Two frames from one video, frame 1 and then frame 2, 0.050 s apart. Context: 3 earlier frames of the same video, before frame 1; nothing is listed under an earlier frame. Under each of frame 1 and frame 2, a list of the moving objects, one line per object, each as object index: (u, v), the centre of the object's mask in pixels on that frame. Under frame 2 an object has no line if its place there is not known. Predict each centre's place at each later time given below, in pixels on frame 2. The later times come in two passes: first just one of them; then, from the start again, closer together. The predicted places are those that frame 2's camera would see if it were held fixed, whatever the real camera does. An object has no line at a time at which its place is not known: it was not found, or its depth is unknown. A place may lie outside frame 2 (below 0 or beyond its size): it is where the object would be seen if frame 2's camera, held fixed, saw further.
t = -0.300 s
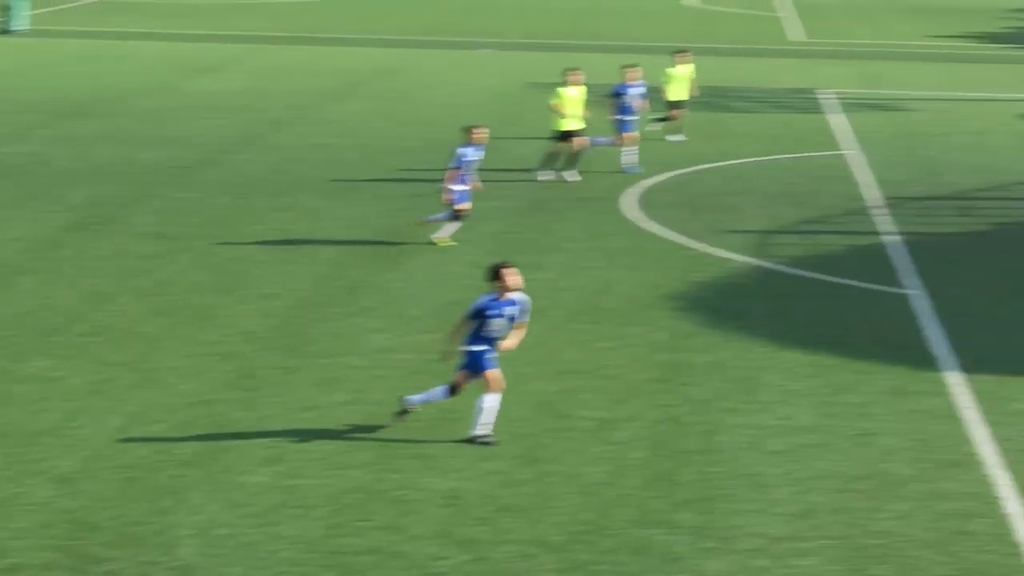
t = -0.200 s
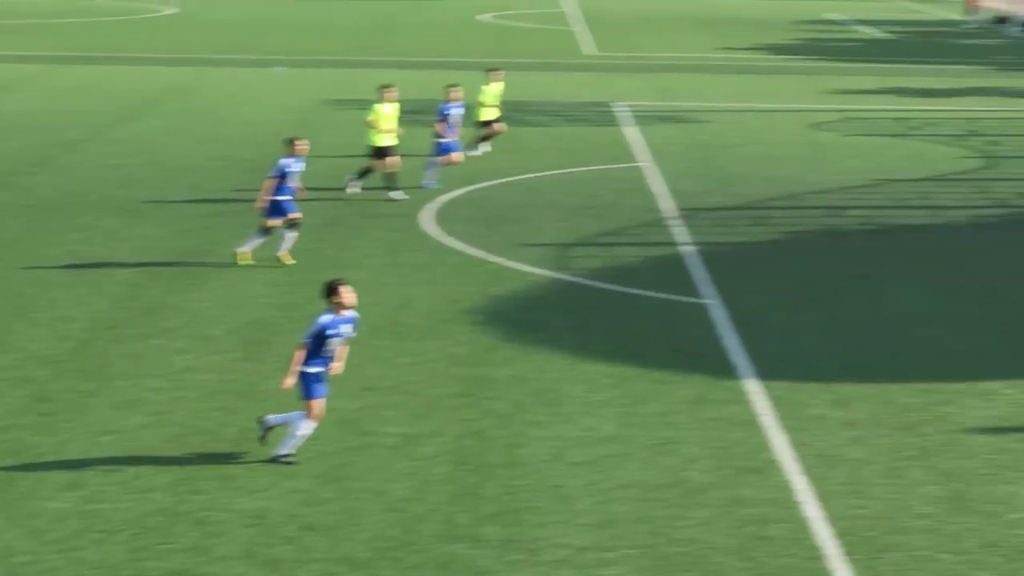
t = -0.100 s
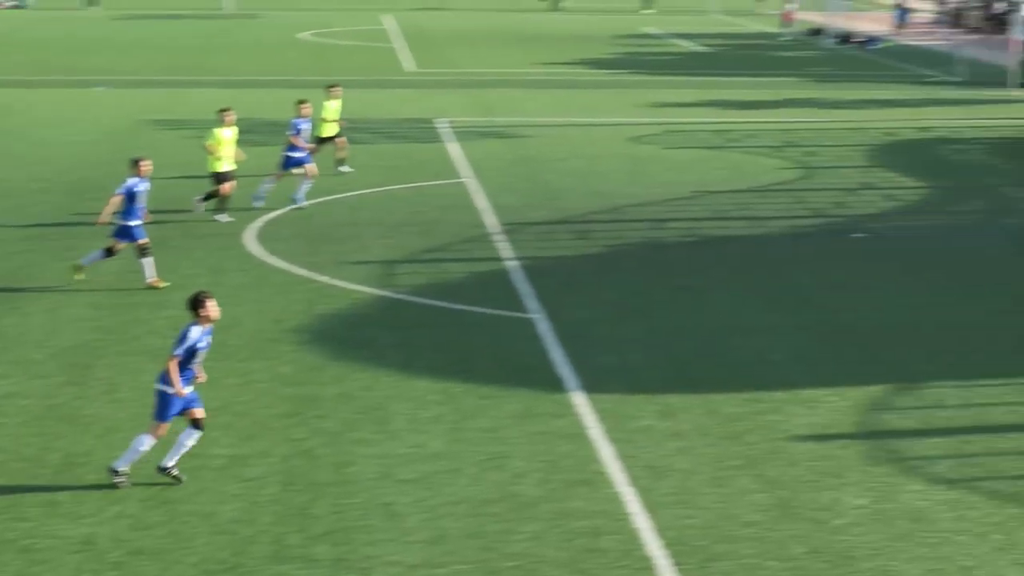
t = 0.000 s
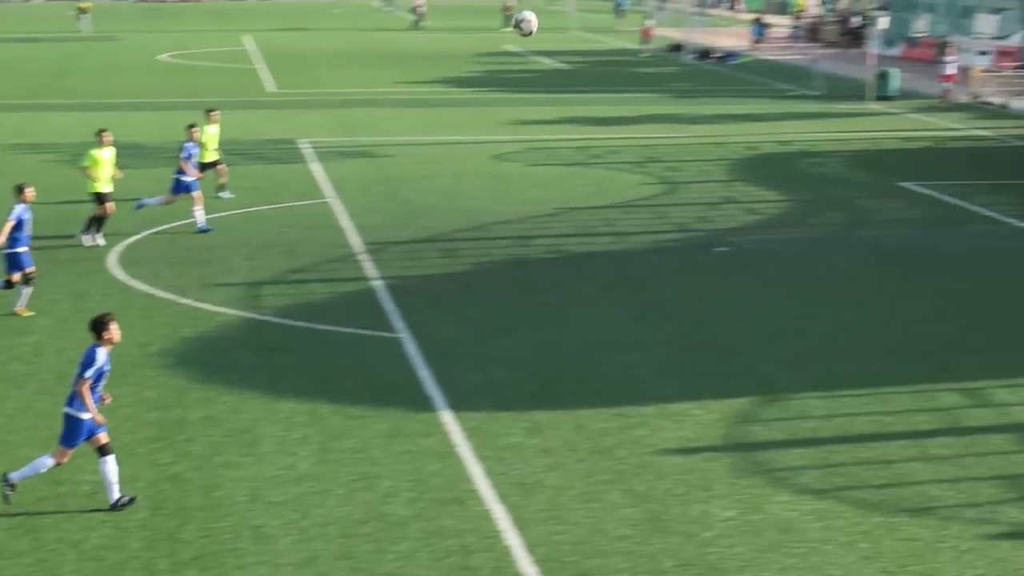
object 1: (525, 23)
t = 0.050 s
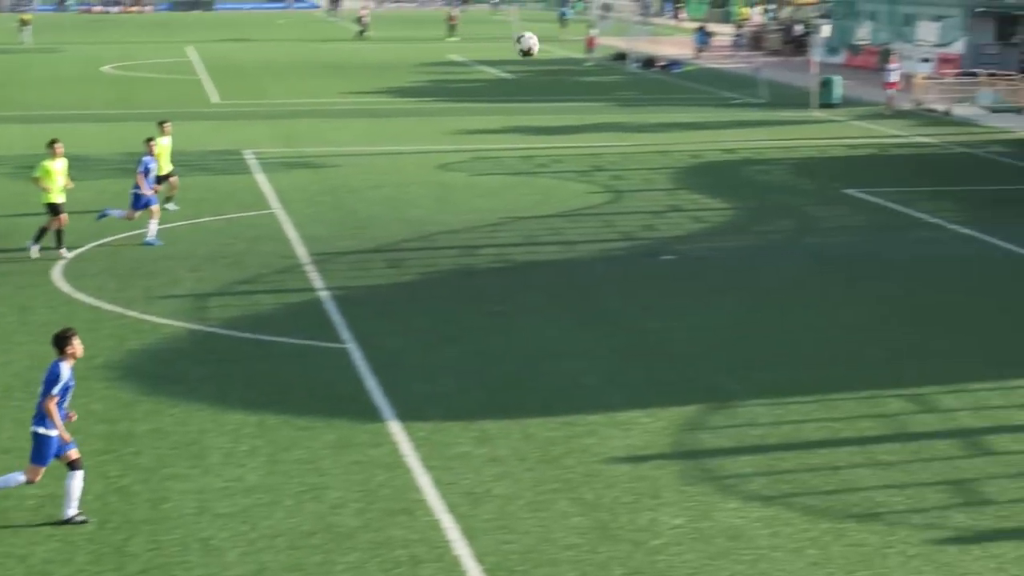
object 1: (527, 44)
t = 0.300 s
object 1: (786, 136)
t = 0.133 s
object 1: (617, 69)
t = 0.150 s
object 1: (635, 75)
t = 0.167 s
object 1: (651, 81)
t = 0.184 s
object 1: (669, 87)
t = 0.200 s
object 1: (686, 94)
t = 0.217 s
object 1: (704, 100)
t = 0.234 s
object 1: (720, 107)
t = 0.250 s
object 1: (736, 114)
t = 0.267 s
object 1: (753, 121)
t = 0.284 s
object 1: (769, 128)
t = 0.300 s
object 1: (786, 136)
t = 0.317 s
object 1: (802, 144)
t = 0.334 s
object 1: (819, 152)
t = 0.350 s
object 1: (835, 160)
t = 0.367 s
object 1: (850, 168)
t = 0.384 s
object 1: (867, 176)
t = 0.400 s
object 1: (882, 185)
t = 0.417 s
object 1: (898, 194)
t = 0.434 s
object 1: (914, 202)
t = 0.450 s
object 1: (929, 212)
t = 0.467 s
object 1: (945, 222)
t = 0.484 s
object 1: (961, 232)
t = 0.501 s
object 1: (978, 242)
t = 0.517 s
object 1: (993, 252)
